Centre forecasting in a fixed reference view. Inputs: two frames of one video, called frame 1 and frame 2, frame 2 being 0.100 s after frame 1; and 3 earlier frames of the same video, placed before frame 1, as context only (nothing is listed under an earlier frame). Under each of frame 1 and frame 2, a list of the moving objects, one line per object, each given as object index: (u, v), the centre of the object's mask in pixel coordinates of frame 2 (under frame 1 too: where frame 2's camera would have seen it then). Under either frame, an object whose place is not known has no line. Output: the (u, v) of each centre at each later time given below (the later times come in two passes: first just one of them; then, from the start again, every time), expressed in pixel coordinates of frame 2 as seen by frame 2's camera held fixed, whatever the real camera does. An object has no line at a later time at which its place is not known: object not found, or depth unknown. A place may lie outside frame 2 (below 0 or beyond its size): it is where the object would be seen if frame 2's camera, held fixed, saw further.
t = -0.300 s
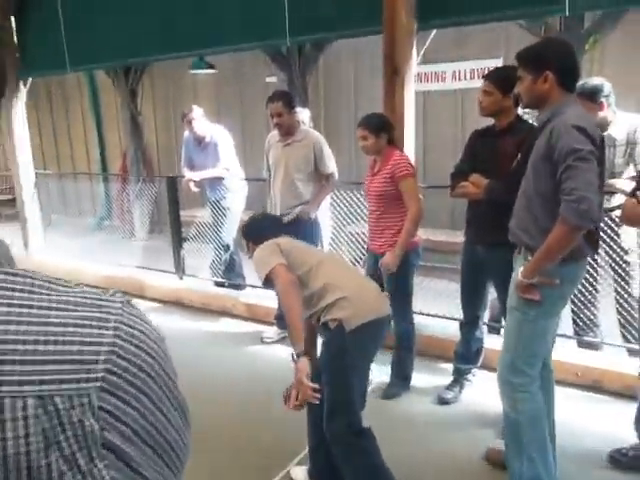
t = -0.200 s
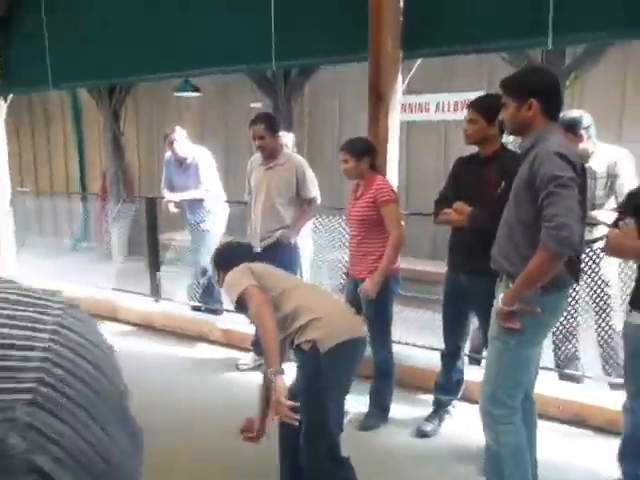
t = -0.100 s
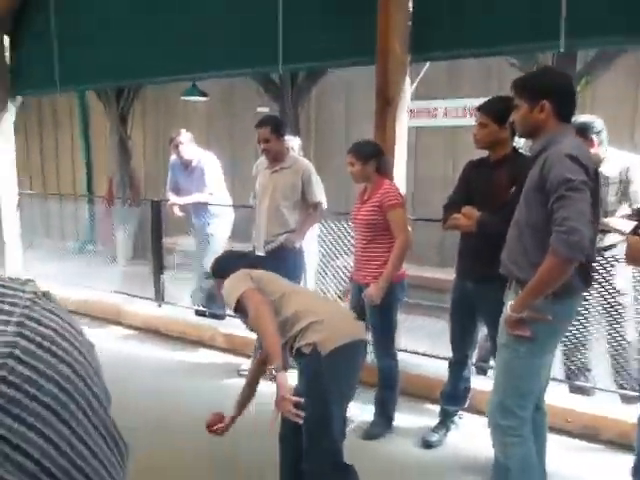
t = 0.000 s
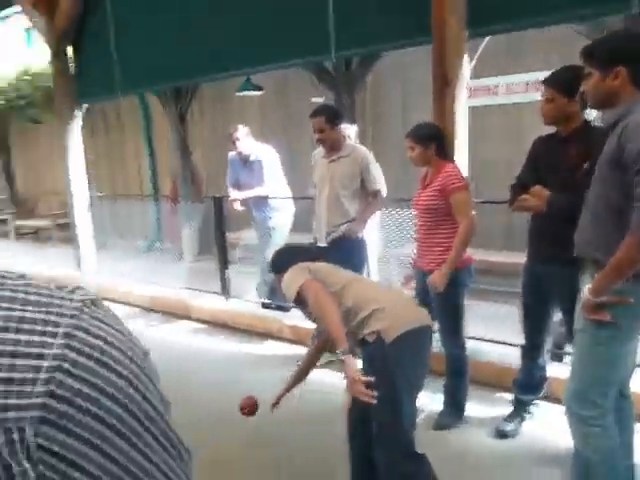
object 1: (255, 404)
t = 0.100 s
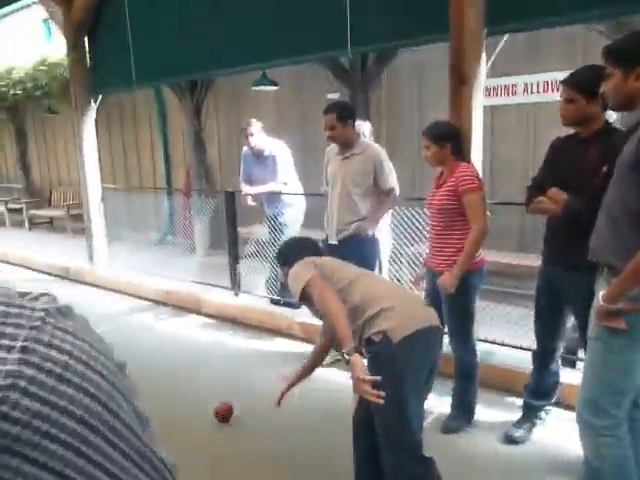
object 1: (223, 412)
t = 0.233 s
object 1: (193, 395)
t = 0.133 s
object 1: (215, 407)
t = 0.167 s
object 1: (208, 401)
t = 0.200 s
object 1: (200, 397)
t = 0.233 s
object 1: (193, 395)
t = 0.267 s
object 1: (186, 391)
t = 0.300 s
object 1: (180, 388)
